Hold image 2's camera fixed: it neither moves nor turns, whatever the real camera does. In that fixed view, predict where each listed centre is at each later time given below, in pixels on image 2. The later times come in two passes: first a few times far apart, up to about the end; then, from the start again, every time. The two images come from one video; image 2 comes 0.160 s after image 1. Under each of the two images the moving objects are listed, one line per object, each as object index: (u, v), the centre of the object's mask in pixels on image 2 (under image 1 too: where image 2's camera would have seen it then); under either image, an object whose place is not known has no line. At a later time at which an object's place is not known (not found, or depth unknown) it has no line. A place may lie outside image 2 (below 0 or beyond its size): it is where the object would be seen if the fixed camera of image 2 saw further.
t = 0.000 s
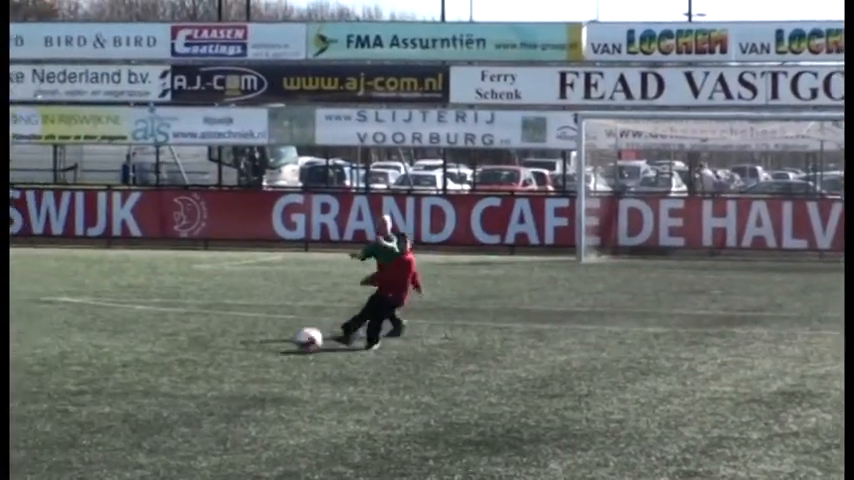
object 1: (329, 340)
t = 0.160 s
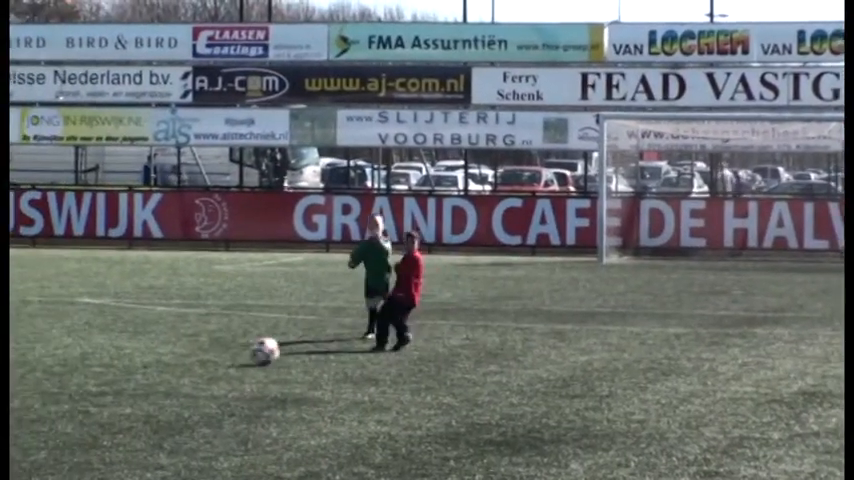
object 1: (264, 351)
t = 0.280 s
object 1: (215, 358)
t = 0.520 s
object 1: (118, 375)
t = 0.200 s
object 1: (248, 353)
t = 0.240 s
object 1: (233, 357)
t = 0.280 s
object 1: (215, 358)
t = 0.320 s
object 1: (200, 359)
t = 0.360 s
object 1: (181, 364)
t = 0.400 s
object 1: (165, 366)
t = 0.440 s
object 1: (151, 367)
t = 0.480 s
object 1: (133, 371)
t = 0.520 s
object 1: (118, 375)
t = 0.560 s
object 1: (102, 375)
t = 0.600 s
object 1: (86, 377)
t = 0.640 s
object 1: (71, 381)
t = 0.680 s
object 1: (55, 385)
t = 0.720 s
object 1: (40, 385)
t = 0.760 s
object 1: (26, 387)
